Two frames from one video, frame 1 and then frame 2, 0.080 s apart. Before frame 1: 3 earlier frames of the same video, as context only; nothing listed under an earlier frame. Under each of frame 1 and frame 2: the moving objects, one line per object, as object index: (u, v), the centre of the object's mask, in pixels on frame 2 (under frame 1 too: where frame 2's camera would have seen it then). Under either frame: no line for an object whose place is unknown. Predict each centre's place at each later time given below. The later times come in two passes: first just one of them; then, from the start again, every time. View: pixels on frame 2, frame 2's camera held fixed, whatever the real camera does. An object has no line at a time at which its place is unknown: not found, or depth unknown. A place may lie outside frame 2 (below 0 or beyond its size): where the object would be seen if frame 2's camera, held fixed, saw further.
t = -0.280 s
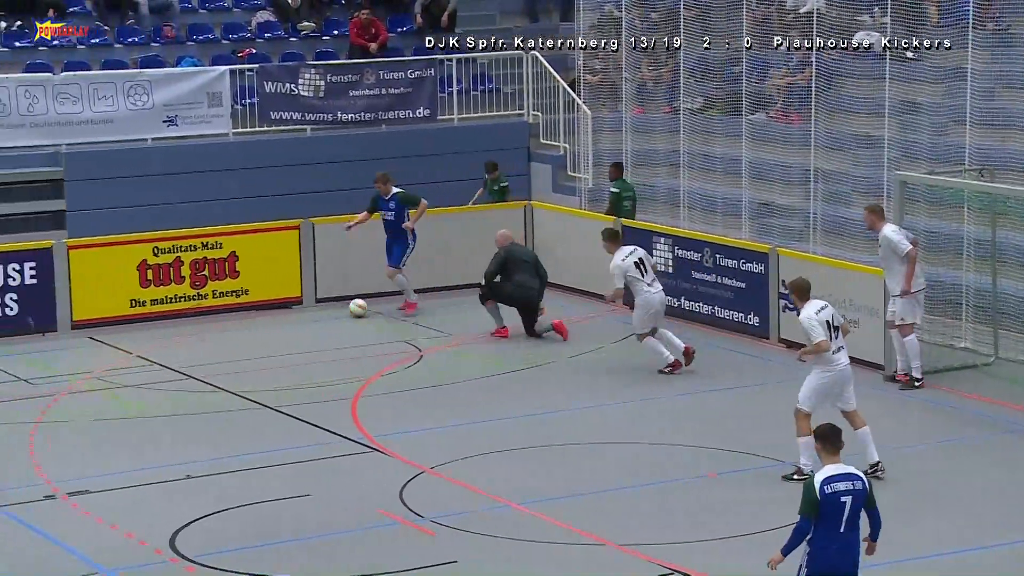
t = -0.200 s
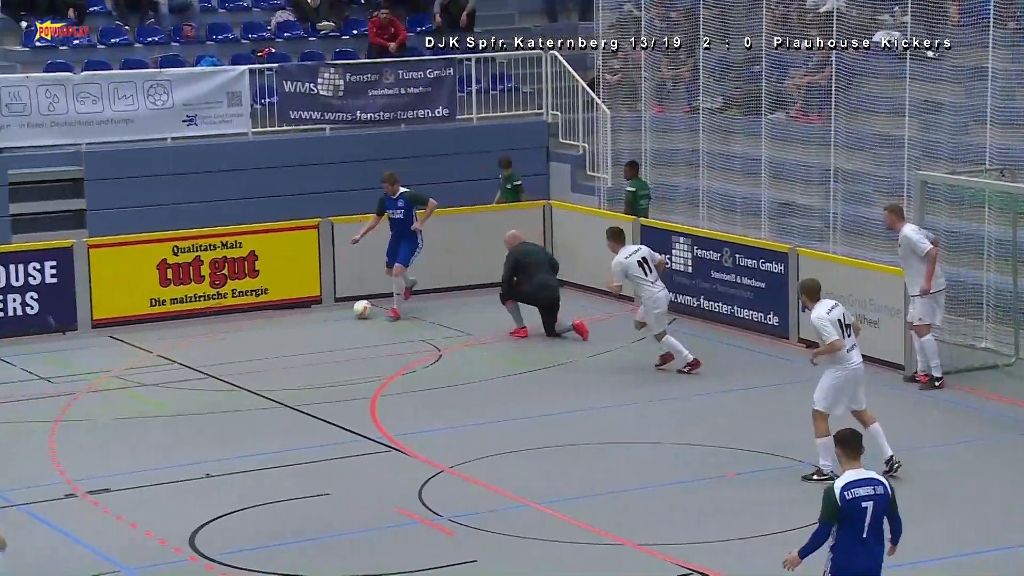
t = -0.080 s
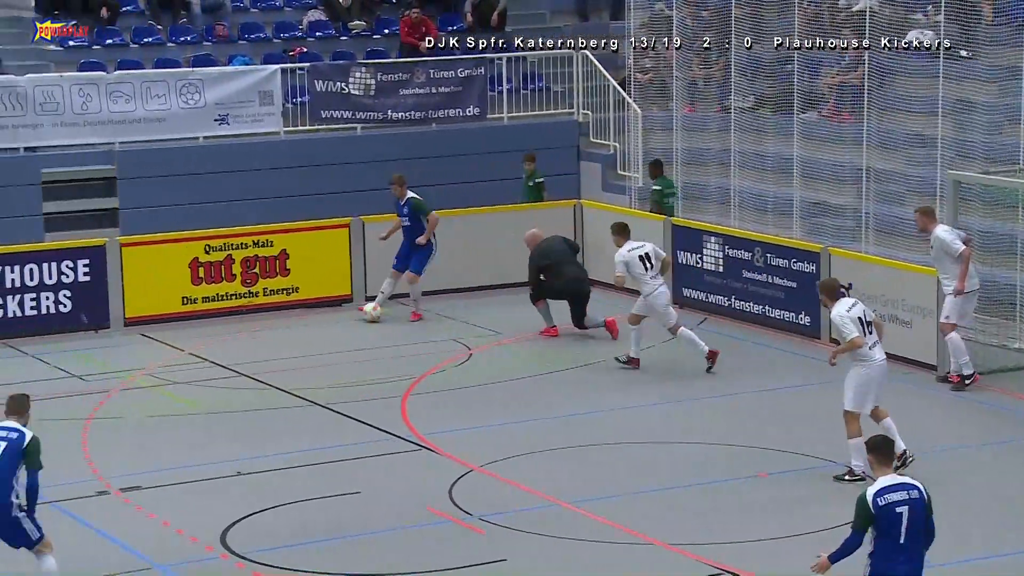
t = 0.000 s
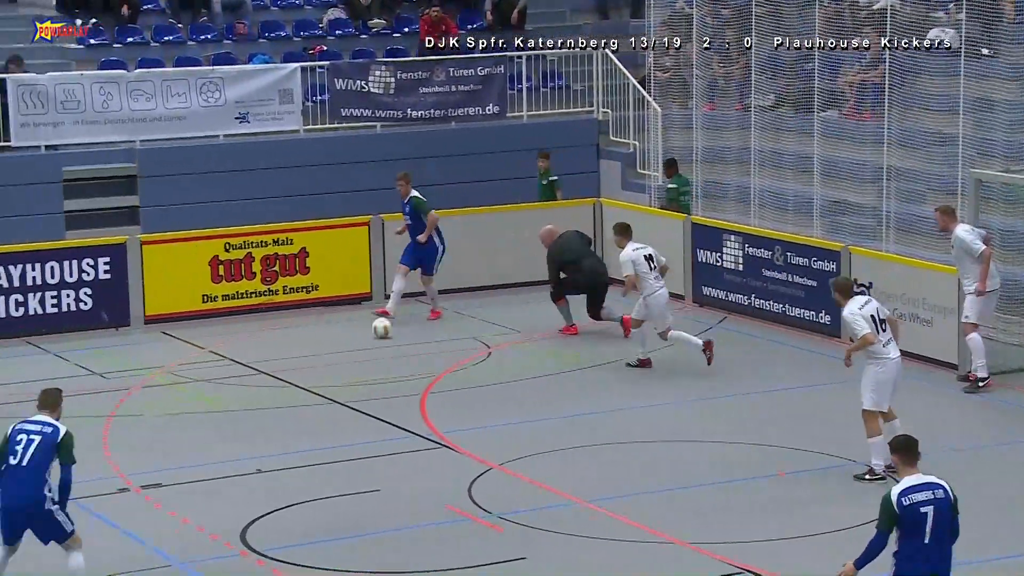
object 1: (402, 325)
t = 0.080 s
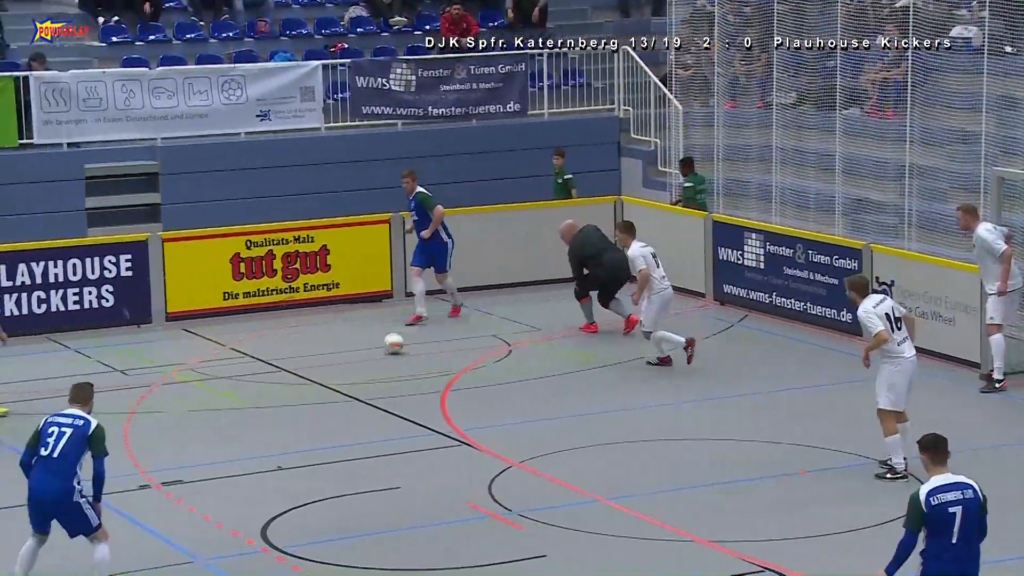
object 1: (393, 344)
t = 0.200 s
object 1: (382, 372)
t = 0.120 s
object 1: (389, 352)
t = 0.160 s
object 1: (386, 363)
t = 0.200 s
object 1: (382, 372)
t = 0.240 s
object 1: (379, 381)
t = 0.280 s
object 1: (375, 388)
